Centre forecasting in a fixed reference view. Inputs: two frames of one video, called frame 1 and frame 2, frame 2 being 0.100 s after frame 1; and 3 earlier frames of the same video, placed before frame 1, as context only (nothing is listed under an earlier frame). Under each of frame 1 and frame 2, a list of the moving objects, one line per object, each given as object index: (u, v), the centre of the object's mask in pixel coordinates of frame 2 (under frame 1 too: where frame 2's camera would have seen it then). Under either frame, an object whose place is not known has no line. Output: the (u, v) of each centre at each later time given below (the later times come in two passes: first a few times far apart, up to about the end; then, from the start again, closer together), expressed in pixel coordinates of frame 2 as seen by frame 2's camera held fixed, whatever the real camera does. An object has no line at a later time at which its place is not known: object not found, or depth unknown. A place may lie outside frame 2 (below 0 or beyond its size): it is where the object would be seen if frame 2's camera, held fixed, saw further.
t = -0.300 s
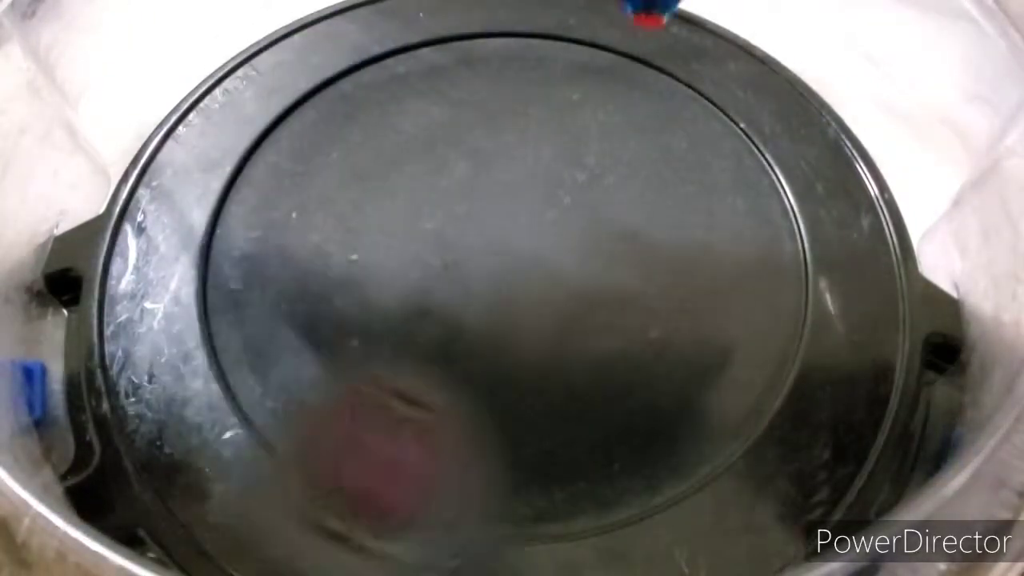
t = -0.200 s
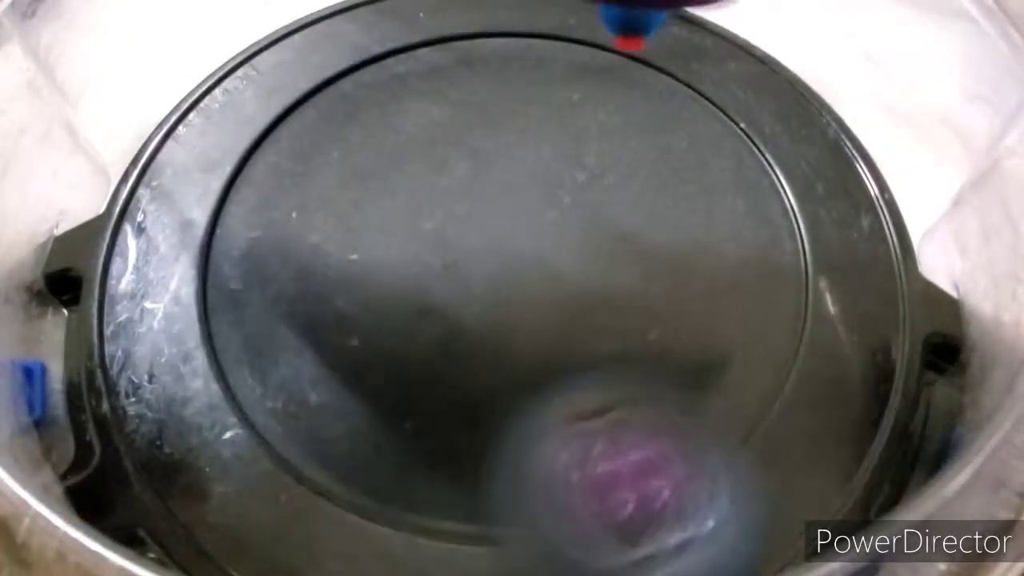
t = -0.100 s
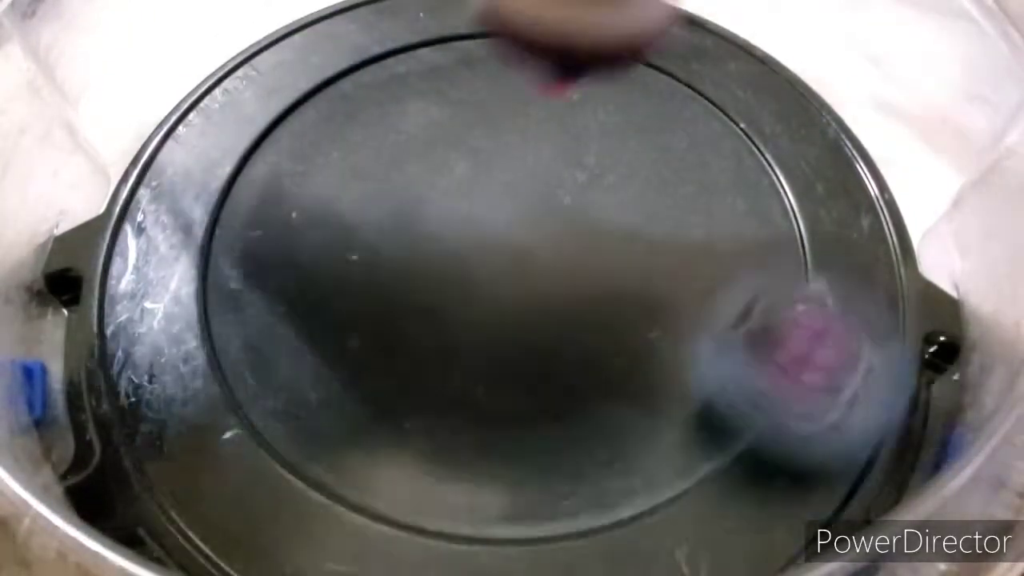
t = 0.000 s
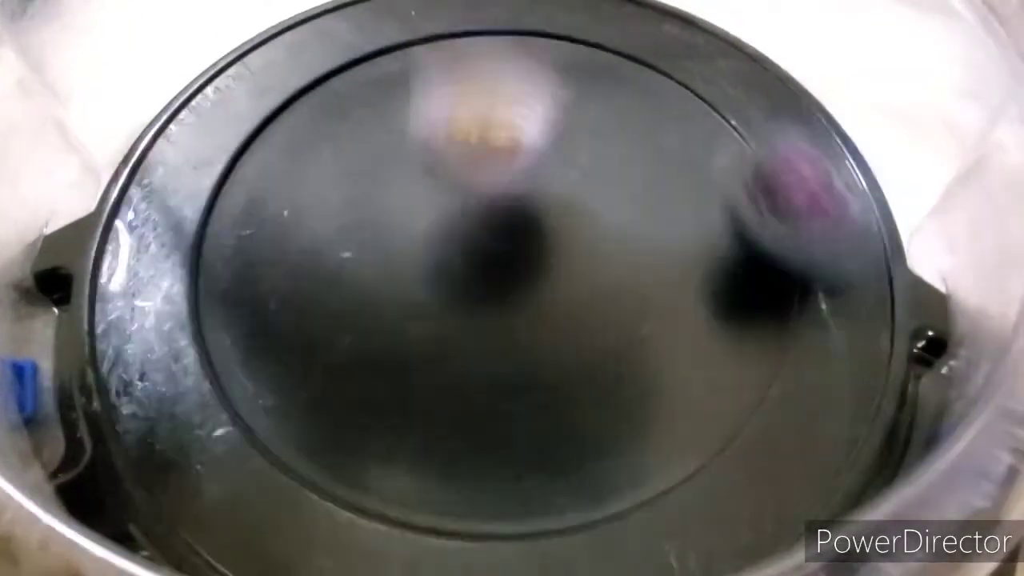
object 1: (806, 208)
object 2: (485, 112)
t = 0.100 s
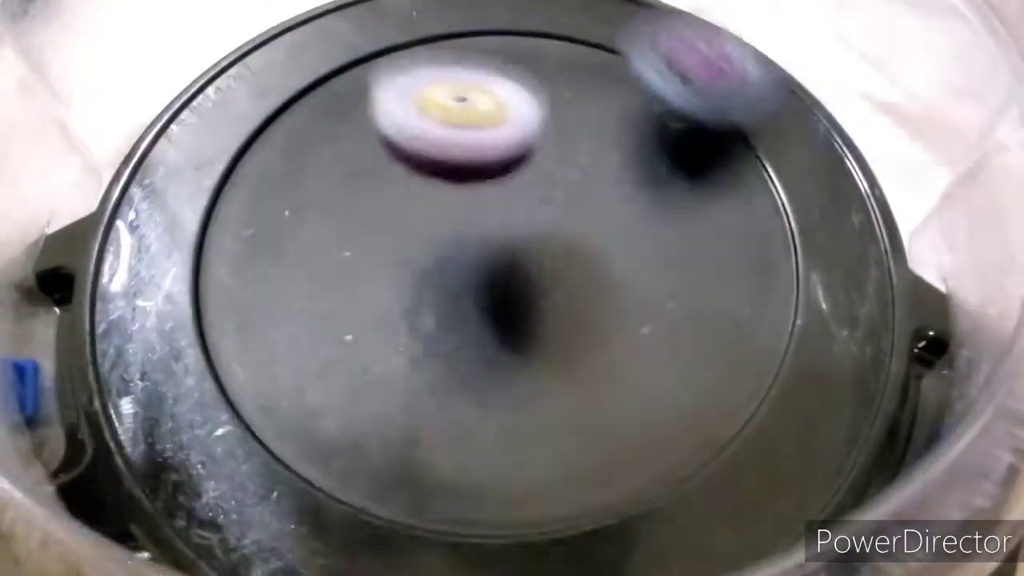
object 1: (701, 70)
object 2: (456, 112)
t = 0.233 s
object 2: (463, 214)
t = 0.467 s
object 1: (158, 102)
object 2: (610, 284)
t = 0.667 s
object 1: (314, 477)
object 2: (724, 342)
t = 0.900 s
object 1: (666, 484)
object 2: (787, 185)
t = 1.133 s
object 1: (653, 242)
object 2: (676, 77)
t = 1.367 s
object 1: (549, 241)
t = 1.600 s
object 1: (496, 312)
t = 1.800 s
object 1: (765, 387)
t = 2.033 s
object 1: (651, 163)
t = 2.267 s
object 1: (347, 349)
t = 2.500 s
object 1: (337, 335)
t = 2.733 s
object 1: (497, 172)
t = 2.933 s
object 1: (571, 89)
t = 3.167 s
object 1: (535, 133)
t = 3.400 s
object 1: (421, 283)
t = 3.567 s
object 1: (416, 360)
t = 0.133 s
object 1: (659, 42)
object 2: (451, 123)
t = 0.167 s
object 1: (618, 27)
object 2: (449, 154)
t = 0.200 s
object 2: (453, 204)
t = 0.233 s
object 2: (463, 214)
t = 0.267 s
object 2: (475, 214)
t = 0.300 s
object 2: (492, 236)
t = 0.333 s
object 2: (514, 252)
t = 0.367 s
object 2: (536, 257)
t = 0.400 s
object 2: (560, 272)
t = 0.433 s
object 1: (184, 59)
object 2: (585, 277)
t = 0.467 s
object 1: (158, 102)
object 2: (610, 284)
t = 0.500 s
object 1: (143, 157)
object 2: (636, 291)
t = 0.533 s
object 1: (133, 228)
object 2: (659, 297)
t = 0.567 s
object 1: (150, 299)
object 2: (683, 306)
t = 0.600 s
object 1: (178, 371)
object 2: (701, 318)
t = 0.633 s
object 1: (232, 437)
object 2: (715, 330)
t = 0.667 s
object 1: (314, 477)
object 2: (724, 342)
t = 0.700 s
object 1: (420, 491)
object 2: (728, 355)
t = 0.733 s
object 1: (518, 496)
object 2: (727, 370)
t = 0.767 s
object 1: (582, 490)
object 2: (736, 355)
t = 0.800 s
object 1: (609, 493)
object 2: (760, 306)
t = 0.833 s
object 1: (630, 491)
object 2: (775, 263)
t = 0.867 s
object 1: (648, 491)
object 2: (784, 221)
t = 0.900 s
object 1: (666, 484)
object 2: (787, 185)
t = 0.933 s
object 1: (682, 470)
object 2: (783, 153)
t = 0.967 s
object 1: (688, 444)
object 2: (776, 128)
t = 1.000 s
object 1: (683, 402)
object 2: (765, 107)
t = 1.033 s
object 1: (680, 362)
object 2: (742, 93)
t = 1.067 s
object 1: (672, 325)
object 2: (724, 85)
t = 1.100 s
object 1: (663, 284)
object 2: (701, 78)
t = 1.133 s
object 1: (653, 242)
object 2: (676, 77)
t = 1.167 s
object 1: (639, 201)
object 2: (647, 78)
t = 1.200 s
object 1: (629, 196)
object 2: (613, 57)
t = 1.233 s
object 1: (619, 207)
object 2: (576, 31)
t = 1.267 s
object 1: (603, 208)
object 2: (544, 16)
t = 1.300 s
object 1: (591, 225)
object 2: (512, 7)
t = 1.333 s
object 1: (567, 229)
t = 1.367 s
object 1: (549, 241)
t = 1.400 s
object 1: (533, 252)
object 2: (426, 12)
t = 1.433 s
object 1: (518, 262)
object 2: (407, 26)
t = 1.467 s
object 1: (505, 271)
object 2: (391, 46)
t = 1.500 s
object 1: (497, 279)
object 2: (378, 81)
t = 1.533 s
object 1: (490, 285)
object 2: (372, 121)
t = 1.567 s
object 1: (483, 291)
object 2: (374, 160)
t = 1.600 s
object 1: (496, 312)
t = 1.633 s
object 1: (563, 384)
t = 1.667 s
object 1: (641, 446)
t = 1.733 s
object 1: (732, 431)
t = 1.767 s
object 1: (753, 415)
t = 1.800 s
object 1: (765, 387)
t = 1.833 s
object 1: (765, 355)
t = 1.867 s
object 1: (757, 319)
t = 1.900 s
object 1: (744, 284)
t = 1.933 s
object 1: (728, 251)
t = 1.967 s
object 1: (709, 217)
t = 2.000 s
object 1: (681, 183)
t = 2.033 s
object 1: (651, 163)
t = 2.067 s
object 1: (610, 188)
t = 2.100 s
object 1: (564, 221)
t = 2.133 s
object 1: (515, 251)
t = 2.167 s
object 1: (469, 279)
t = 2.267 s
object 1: (347, 349)
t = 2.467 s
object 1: (311, 354)
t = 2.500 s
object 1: (337, 335)
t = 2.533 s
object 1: (365, 314)
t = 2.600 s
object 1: (414, 270)
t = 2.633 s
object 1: (439, 243)
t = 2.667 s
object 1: (457, 218)
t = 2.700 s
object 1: (479, 195)
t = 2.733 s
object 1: (497, 172)
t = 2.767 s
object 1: (515, 152)
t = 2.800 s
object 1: (531, 133)
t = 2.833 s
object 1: (543, 117)
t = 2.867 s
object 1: (556, 104)
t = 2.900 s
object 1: (564, 96)
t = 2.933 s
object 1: (571, 89)
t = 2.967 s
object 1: (574, 86)
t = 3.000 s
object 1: (575, 86)
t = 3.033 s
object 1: (573, 90)
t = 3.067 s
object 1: (569, 98)
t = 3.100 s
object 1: (561, 106)
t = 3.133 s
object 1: (551, 119)
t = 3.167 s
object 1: (535, 133)
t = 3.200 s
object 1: (520, 149)
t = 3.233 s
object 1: (501, 168)
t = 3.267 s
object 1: (482, 189)
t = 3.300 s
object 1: (465, 211)
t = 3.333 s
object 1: (448, 235)
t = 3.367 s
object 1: (434, 259)
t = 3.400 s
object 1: (421, 283)
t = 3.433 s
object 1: (412, 304)
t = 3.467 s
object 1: (405, 324)
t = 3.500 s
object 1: (403, 340)
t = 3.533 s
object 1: (407, 351)
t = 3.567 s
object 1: (416, 360)
